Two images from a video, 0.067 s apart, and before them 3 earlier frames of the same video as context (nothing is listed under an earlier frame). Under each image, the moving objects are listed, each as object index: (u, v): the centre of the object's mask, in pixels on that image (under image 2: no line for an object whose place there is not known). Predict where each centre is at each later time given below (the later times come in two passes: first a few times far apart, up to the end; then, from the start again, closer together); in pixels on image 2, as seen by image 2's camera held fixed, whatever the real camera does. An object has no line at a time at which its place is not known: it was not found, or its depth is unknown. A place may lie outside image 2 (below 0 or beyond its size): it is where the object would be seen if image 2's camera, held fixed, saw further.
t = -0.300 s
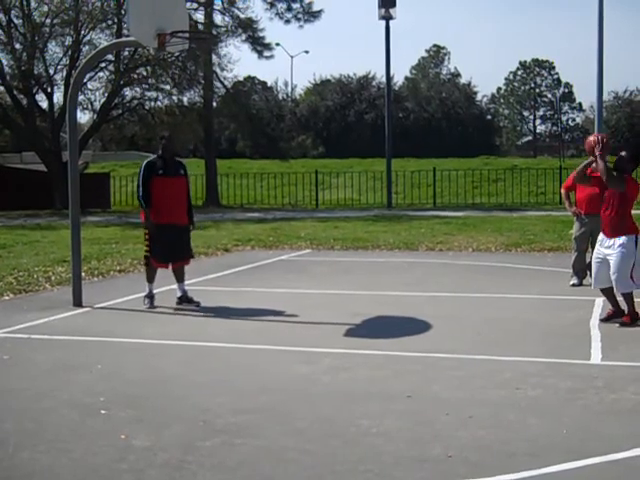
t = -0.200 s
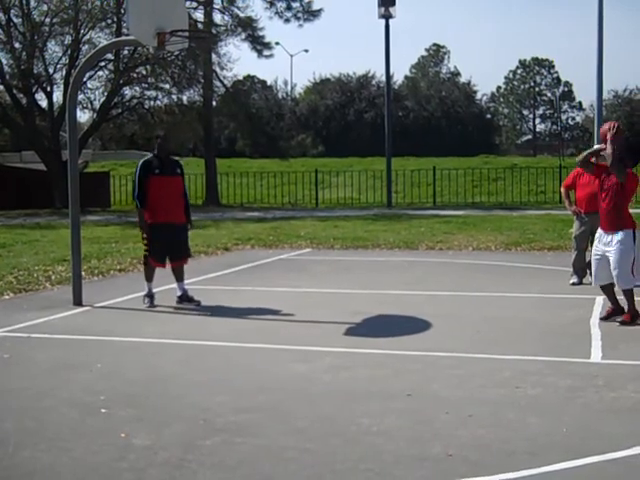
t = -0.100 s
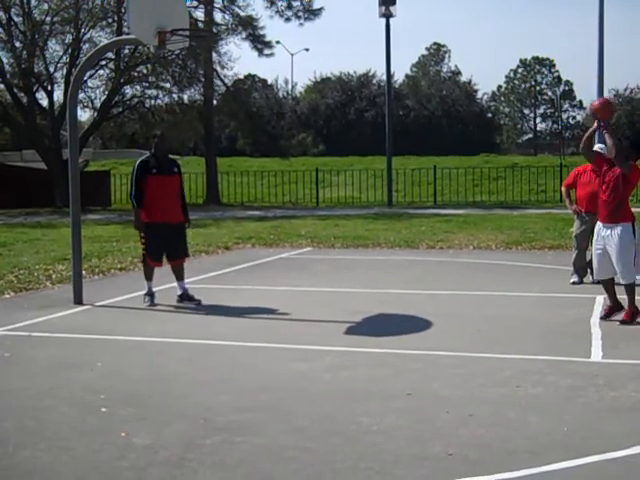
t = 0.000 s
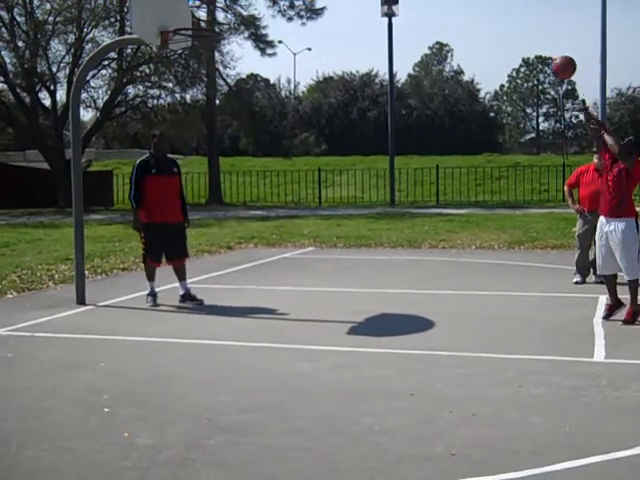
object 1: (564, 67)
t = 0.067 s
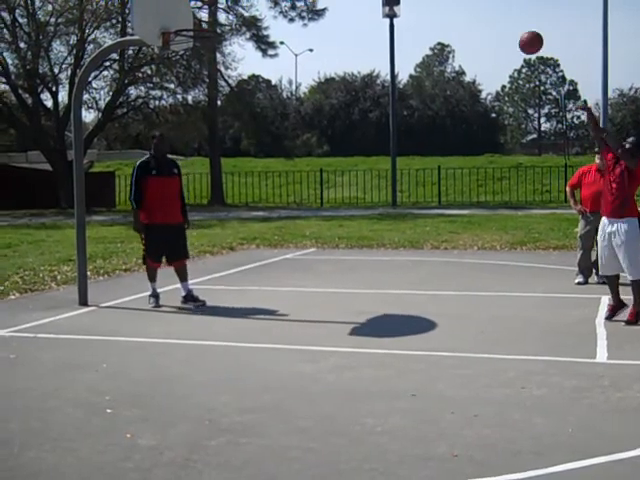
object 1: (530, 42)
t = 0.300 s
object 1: (414, -9)
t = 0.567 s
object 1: (293, -6)
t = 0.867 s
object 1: (255, 54)
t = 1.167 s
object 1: (352, 185)
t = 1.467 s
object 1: (452, 265)
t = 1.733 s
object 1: (538, 159)
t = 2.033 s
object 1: (655, 130)
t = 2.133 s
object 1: (699, 146)
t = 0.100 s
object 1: (514, 31)
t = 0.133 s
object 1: (497, 21)
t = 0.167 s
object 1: (480, 12)
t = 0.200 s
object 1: (464, 4)
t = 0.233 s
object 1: (447, -2)
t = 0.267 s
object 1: (431, -6)
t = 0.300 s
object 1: (414, -9)
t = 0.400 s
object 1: (368, -17)
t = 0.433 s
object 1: (352, -17)
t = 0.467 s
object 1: (337, -17)
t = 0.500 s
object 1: (323, -14)
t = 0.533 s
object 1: (307, -11)
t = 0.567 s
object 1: (293, -6)
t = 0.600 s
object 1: (278, -1)
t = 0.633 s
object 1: (263, 6)
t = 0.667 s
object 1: (249, 14)
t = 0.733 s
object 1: (222, 30)
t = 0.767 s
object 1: (227, 35)
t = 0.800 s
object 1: (236, 40)
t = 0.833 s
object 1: (245, 47)
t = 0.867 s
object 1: (255, 54)
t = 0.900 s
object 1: (265, 64)
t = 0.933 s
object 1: (275, 74)
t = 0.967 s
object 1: (285, 85)
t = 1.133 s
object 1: (340, 164)
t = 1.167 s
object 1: (352, 185)
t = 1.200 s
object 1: (363, 207)
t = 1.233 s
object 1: (375, 232)
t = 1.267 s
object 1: (387, 258)
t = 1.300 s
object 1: (400, 286)
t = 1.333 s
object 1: (413, 316)
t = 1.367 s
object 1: (423, 320)
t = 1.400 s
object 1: (433, 301)
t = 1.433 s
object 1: (442, 282)
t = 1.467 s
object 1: (452, 265)
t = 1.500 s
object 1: (462, 249)
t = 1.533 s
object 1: (472, 233)
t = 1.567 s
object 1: (483, 218)
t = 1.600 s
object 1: (493, 204)
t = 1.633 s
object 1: (504, 191)
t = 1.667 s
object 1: (515, 179)
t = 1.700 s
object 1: (526, 169)
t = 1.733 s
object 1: (538, 159)
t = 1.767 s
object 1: (550, 151)
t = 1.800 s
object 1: (561, 144)
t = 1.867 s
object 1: (587, 132)
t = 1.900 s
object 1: (600, 129)
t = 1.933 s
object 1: (613, 127)
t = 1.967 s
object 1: (627, 127)
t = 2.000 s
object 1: (640, 128)
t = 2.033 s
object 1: (655, 130)
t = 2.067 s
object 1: (670, 134)
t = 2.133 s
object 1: (699, 146)
